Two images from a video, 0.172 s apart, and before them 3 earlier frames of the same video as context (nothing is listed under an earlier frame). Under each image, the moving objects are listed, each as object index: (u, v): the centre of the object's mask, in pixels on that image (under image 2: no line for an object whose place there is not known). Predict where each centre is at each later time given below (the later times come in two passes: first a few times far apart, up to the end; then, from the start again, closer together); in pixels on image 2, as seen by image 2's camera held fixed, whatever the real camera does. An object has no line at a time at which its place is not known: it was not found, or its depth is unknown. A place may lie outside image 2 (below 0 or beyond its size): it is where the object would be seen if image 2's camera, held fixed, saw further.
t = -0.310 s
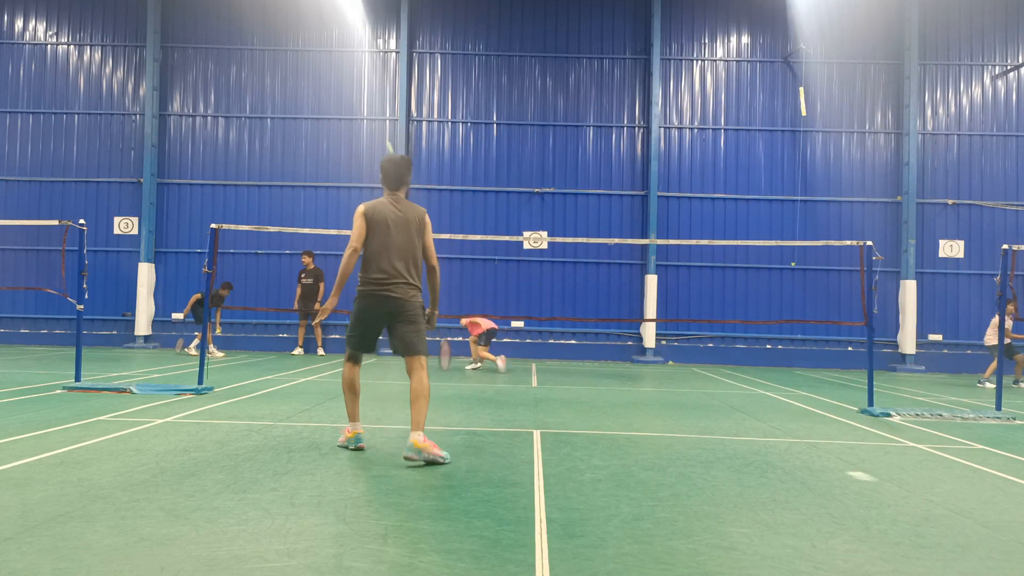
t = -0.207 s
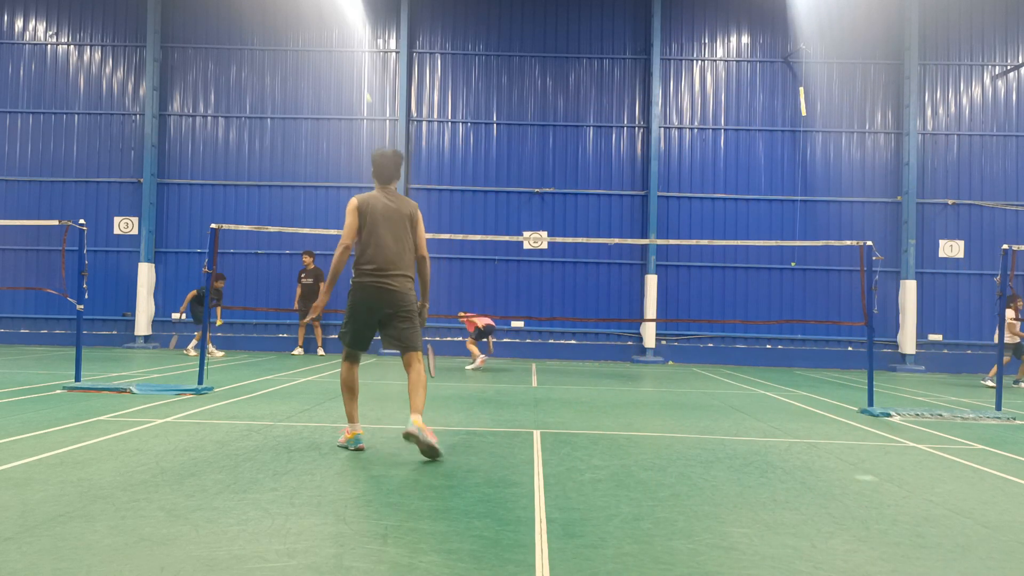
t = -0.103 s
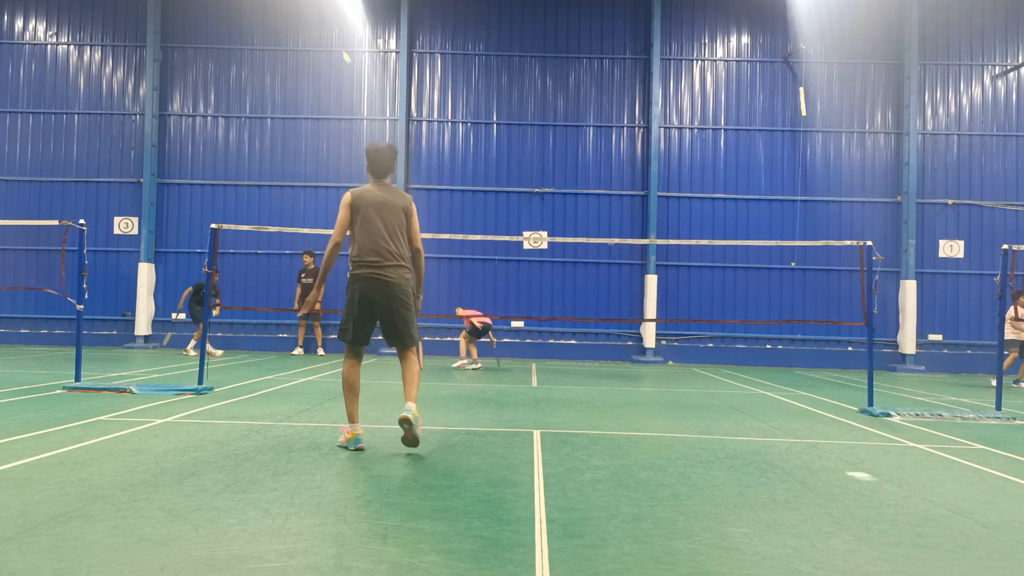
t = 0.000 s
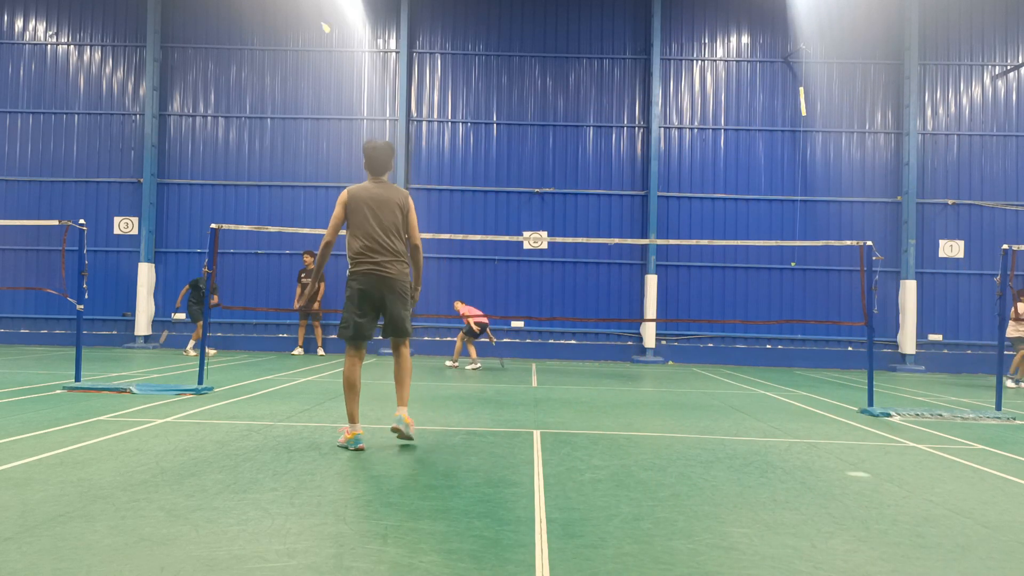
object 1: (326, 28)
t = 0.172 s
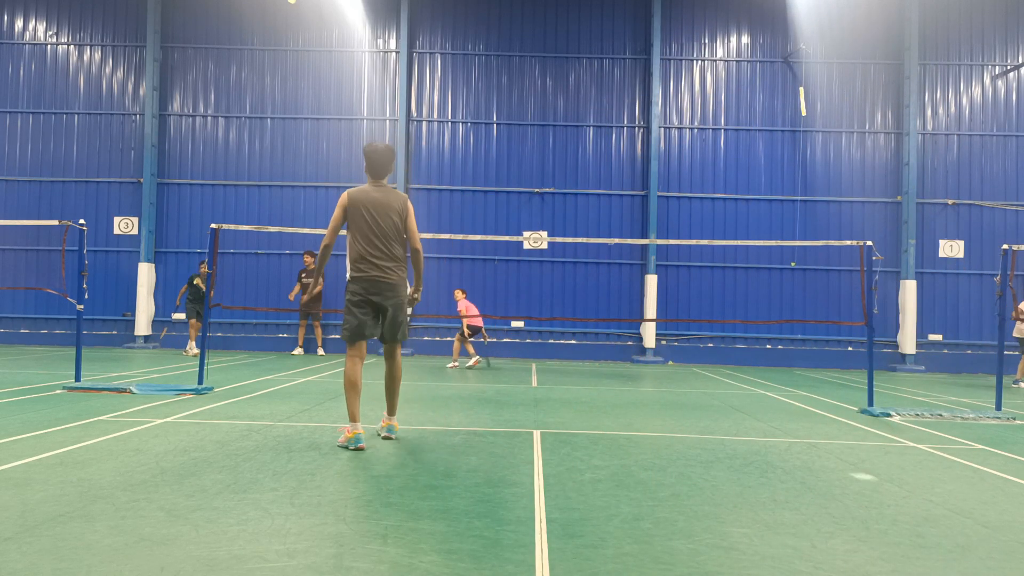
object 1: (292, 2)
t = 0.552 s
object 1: (209, 35)
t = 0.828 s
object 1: (150, 150)
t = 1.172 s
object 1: (80, 399)
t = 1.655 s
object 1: (79, 399)
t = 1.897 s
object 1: (80, 405)
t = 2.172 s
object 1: (81, 407)
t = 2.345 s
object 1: (81, 407)
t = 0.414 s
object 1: (239, 5)
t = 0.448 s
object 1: (232, 11)
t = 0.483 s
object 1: (224, 18)
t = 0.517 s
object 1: (216, 26)
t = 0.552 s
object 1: (209, 35)
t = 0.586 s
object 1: (201, 46)
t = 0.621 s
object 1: (194, 57)
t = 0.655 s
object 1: (186, 70)
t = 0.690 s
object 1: (179, 84)
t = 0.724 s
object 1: (172, 99)
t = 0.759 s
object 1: (164, 115)
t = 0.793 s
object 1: (157, 132)
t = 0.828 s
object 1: (150, 150)
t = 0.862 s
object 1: (143, 170)
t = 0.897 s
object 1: (137, 188)
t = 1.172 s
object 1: (80, 399)
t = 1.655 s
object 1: (79, 399)
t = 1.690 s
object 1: (80, 403)
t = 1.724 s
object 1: (81, 403)
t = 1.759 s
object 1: (81, 403)
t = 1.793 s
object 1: (80, 404)
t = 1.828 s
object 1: (79, 405)
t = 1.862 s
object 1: (80, 405)
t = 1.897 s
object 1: (80, 405)
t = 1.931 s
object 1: (80, 405)
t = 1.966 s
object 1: (80, 406)
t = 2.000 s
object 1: (81, 406)
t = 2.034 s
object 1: (81, 407)
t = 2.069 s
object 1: (81, 407)
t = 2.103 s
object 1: (81, 407)
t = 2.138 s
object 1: (81, 407)
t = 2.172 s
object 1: (81, 407)
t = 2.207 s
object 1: (81, 407)
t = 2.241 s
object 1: (81, 407)
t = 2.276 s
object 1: (81, 407)
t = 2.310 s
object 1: (81, 407)
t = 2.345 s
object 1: (81, 407)
